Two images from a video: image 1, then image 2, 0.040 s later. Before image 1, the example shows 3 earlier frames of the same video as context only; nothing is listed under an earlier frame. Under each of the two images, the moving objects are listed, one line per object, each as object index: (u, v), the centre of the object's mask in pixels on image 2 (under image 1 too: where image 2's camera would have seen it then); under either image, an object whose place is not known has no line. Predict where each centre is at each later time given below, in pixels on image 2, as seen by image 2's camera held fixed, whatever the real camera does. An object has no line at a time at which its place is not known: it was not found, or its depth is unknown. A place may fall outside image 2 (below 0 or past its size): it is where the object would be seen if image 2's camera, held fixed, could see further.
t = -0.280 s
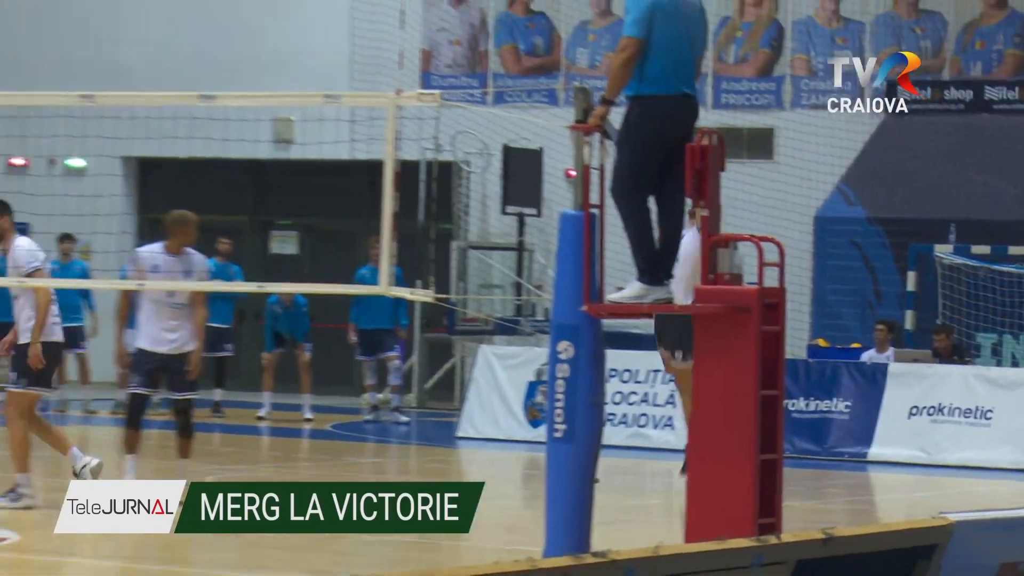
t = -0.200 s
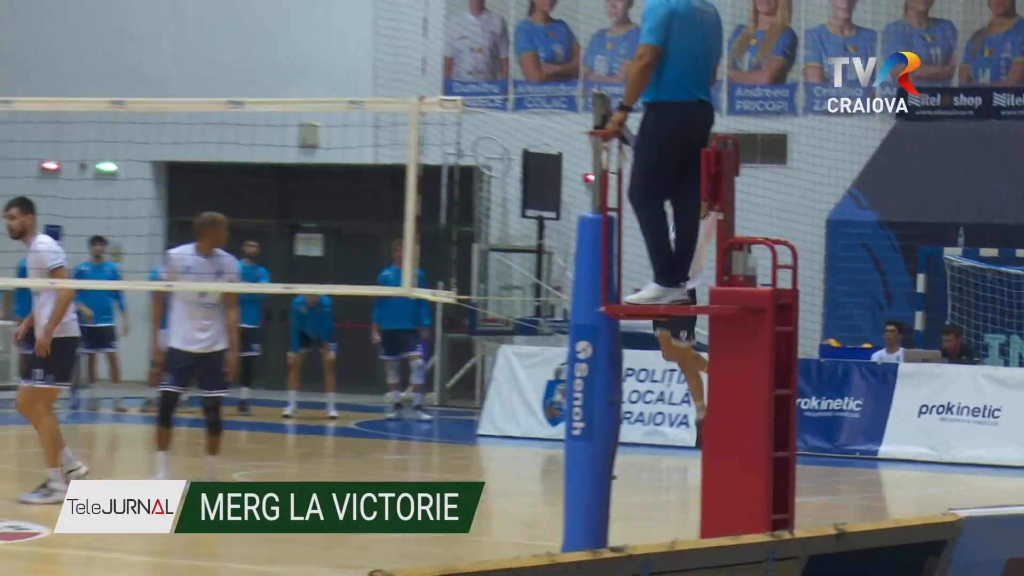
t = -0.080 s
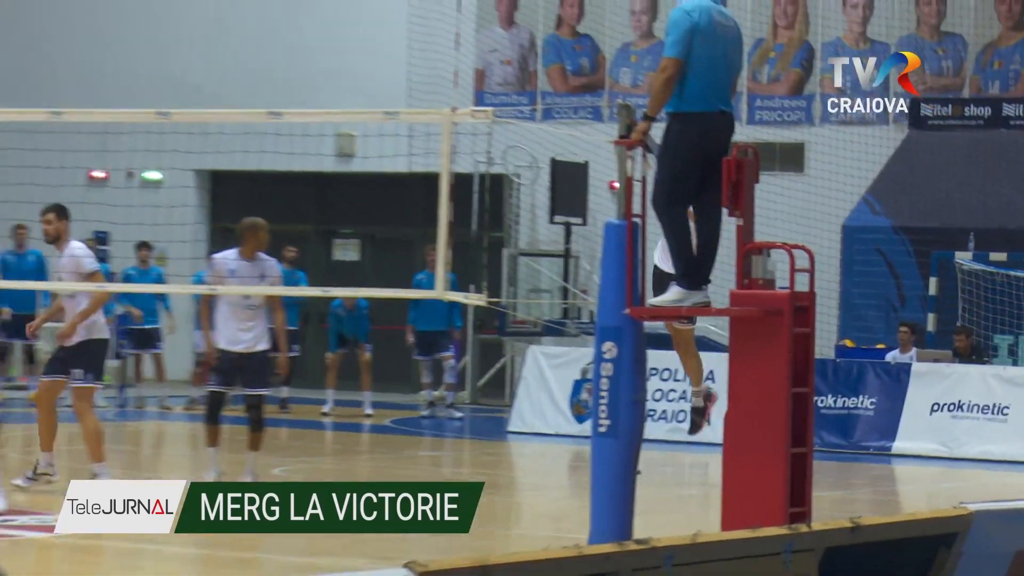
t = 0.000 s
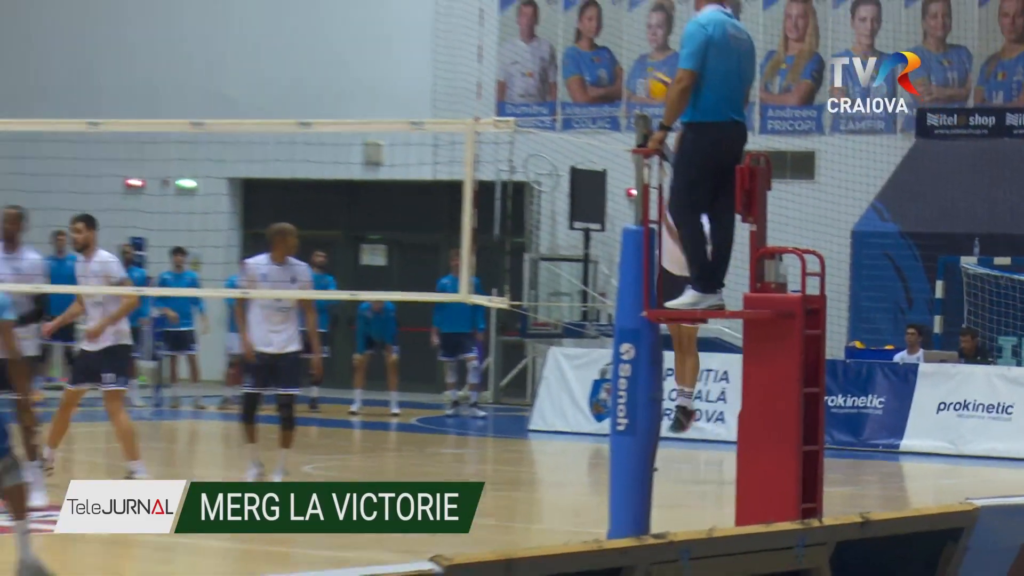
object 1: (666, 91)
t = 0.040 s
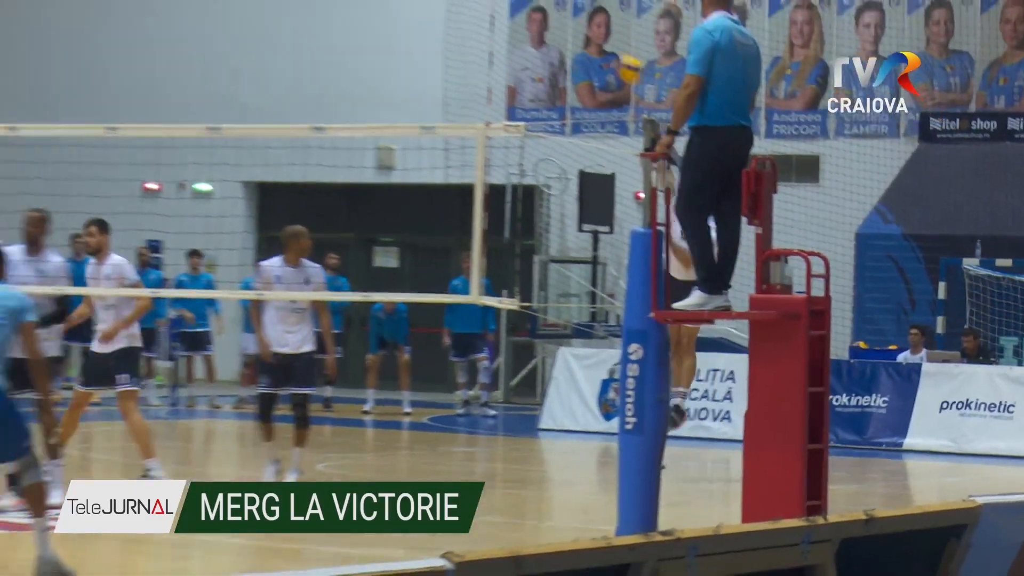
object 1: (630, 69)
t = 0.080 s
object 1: (591, 50)
